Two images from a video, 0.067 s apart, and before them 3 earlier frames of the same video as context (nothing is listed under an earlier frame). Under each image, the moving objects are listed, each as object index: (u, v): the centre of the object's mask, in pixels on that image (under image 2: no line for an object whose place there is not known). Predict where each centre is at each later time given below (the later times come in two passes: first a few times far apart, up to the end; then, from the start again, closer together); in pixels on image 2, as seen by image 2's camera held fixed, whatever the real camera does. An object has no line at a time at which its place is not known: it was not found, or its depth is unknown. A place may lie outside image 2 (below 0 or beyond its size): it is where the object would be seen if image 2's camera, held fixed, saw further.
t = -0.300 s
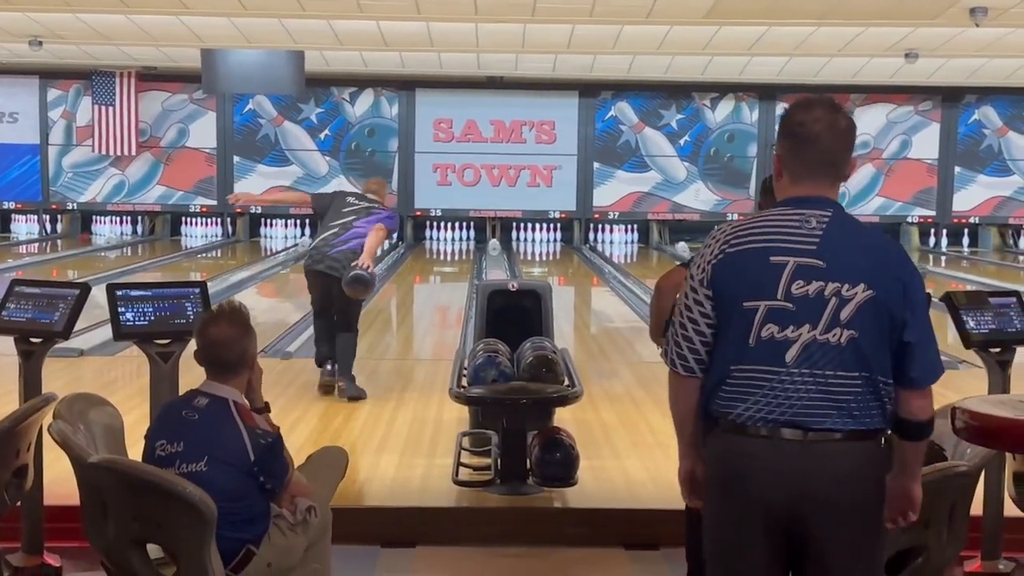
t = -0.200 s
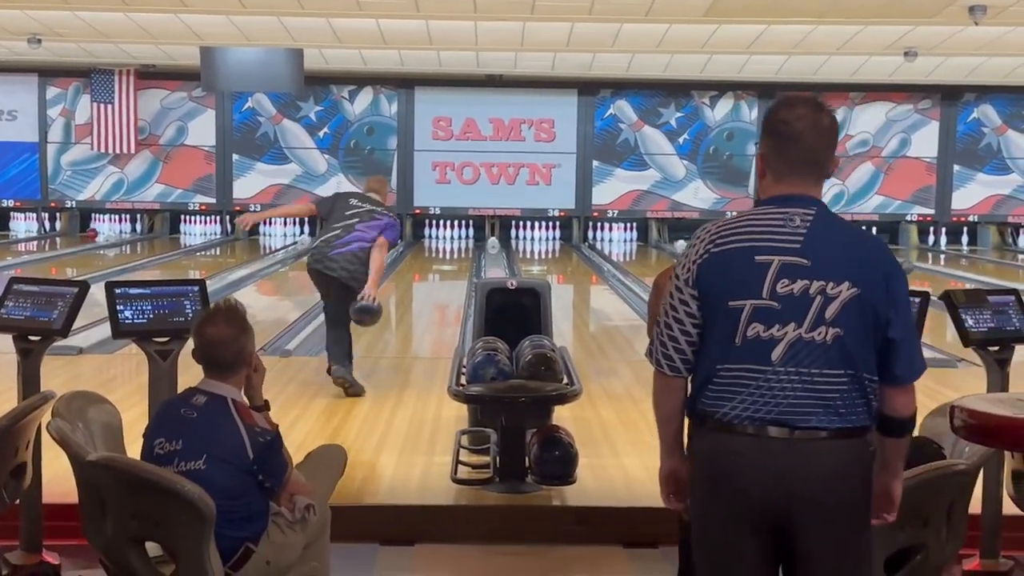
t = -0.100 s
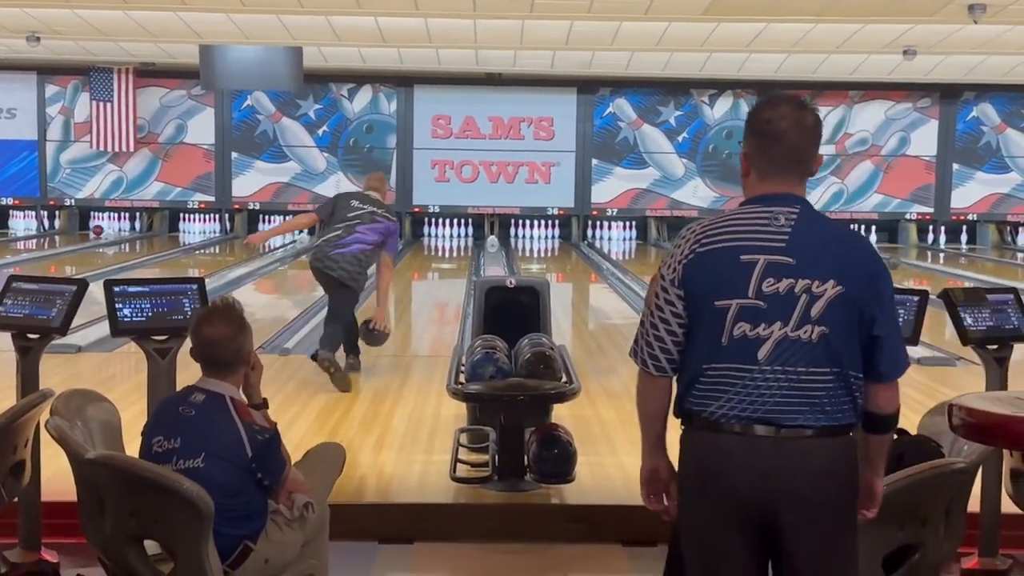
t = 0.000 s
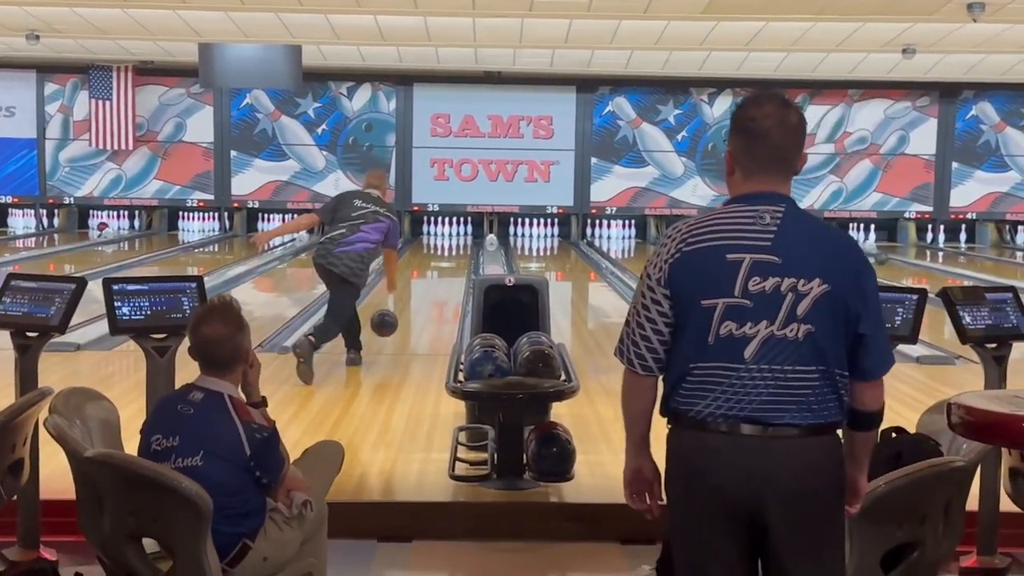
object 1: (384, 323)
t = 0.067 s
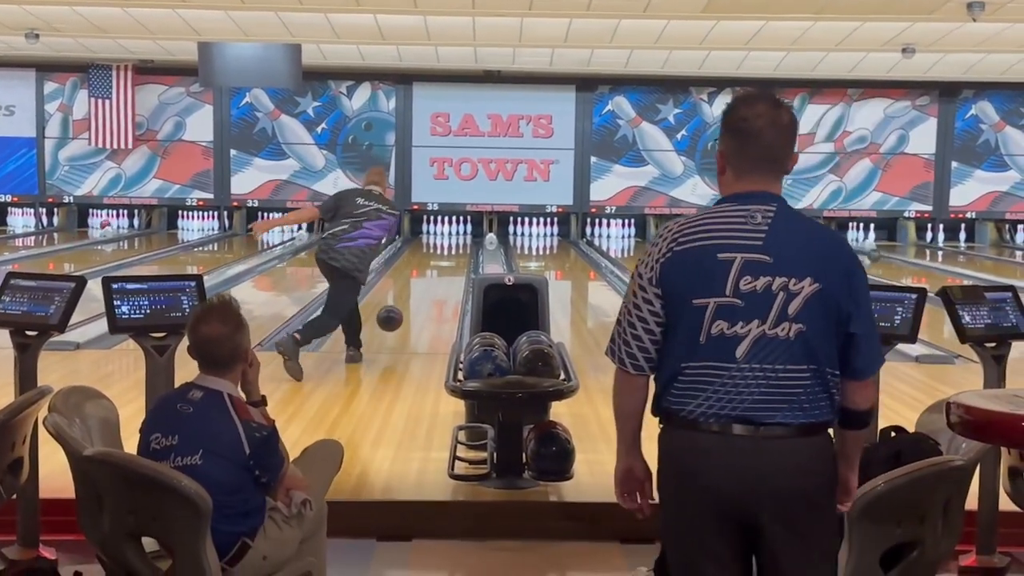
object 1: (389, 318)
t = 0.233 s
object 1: (402, 316)
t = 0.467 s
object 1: (415, 298)
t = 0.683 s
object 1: (425, 283)
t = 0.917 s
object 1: (432, 271)
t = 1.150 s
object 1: (439, 261)
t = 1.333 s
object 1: (442, 253)
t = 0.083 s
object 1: (391, 318)
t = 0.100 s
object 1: (392, 318)
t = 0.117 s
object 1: (394, 319)
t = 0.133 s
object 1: (395, 320)
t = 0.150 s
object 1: (396, 321)
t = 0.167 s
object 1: (397, 323)
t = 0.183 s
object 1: (399, 321)
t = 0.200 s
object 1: (400, 319)
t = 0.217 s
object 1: (401, 317)
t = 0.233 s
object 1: (402, 316)
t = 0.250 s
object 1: (403, 315)
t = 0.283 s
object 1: (404, 313)
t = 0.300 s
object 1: (405, 311)
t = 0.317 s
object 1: (407, 310)
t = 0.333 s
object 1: (408, 308)
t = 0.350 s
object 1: (408, 307)
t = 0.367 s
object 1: (409, 305)
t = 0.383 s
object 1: (410, 304)
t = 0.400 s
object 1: (411, 303)
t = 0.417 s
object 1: (412, 301)
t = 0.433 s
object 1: (413, 300)
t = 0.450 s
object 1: (414, 299)
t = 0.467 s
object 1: (415, 298)
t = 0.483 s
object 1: (416, 296)
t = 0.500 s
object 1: (417, 295)
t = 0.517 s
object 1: (417, 294)
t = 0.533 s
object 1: (418, 293)
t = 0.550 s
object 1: (419, 292)
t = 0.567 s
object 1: (420, 290)
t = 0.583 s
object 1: (420, 290)
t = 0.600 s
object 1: (421, 288)
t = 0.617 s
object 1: (422, 287)
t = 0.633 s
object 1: (423, 286)
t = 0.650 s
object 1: (423, 285)
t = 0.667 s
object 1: (424, 284)
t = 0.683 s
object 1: (425, 283)
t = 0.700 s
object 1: (425, 282)
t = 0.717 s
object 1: (426, 281)
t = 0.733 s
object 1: (426, 280)
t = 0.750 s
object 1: (427, 279)
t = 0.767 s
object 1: (428, 278)
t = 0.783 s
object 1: (428, 277)
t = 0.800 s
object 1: (429, 277)
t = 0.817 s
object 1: (429, 276)
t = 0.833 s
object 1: (430, 276)
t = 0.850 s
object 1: (431, 274)
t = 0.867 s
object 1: (432, 273)
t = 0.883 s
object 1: (432, 272)
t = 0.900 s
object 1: (432, 271)
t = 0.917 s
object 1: (432, 271)
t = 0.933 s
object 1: (433, 270)
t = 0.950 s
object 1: (433, 269)
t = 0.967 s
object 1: (434, 269)
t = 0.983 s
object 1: (434, 268)
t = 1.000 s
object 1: (435, 267)
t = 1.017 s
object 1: (435, 267)
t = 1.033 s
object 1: (436, 266)
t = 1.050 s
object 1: (436, 265)
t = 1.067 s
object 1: (436, 265)
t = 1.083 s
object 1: (437, 264)
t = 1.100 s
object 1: (437, 263)
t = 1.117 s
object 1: (438, 262)
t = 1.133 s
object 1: (438, 262)
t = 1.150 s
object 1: (439, 261)
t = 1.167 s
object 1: (439, 261)
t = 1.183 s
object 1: (440, 260)
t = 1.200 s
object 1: (440, 260)
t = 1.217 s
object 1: (441, 259)
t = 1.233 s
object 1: (441, 258)
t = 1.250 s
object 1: (440, 258)
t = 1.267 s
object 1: (440, 257)
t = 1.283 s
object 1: (441, 256)
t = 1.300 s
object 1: (440, 254)
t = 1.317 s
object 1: (442, 254)
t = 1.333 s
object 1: (442, 253)
